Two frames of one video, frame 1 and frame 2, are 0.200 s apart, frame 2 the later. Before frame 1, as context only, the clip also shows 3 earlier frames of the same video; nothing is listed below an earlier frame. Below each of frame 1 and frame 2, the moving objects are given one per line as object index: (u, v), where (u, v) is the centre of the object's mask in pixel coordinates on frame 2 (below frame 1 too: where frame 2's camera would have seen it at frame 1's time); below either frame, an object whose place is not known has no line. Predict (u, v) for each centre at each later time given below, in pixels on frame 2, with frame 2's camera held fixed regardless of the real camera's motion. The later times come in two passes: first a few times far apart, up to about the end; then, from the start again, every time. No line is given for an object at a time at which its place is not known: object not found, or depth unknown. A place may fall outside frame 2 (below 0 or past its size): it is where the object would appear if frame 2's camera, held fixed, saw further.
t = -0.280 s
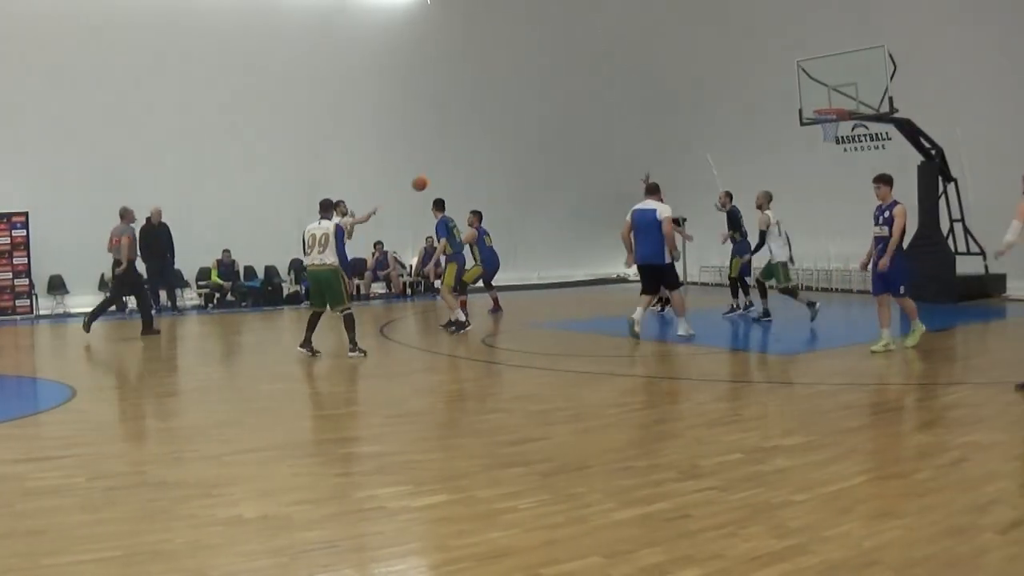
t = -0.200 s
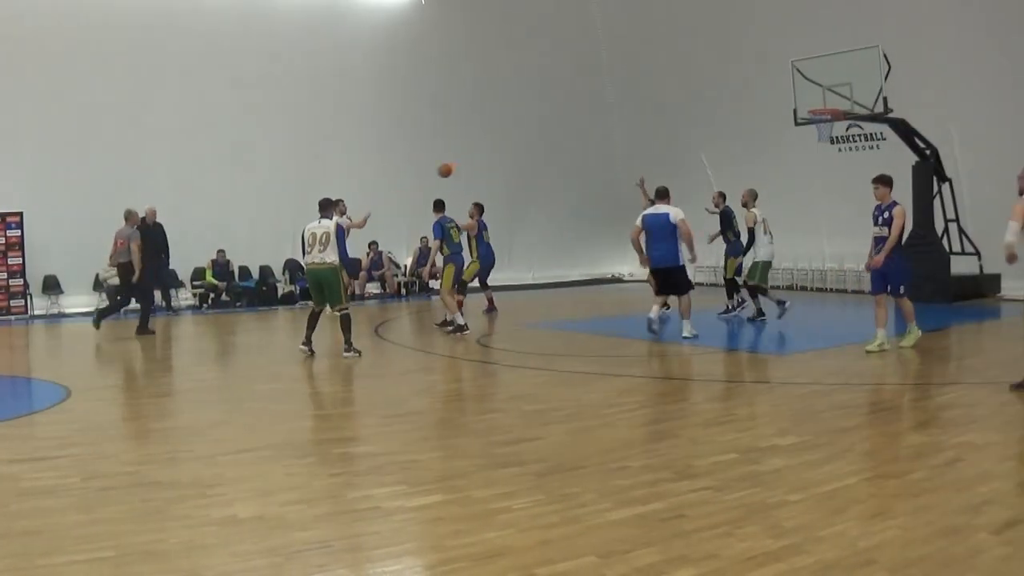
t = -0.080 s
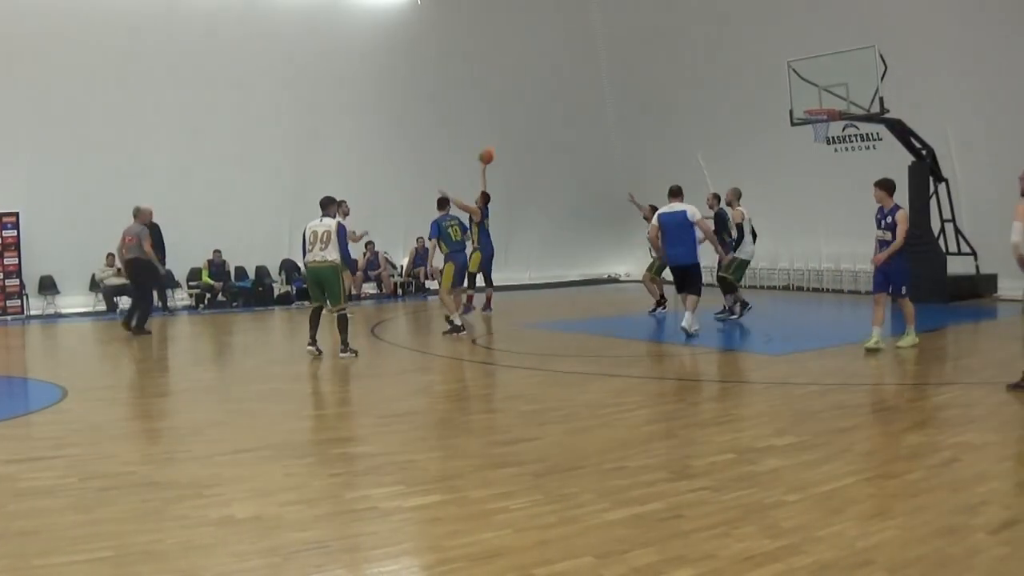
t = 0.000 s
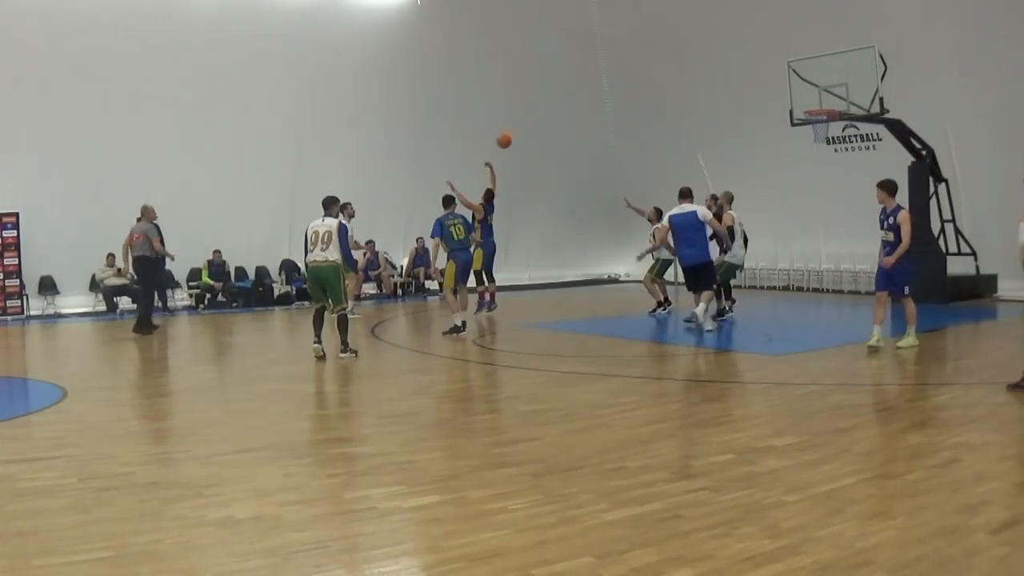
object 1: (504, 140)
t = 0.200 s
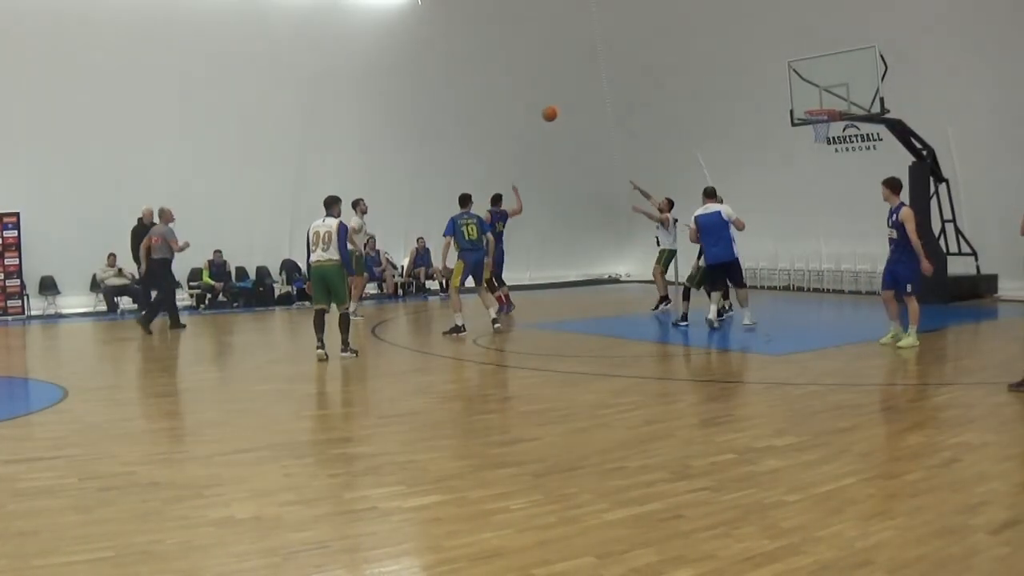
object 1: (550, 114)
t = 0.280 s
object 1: (568, 109)
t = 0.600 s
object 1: (646, 134)
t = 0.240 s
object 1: (559, 111)
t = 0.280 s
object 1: (568, 109)
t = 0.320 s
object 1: (578, 109)
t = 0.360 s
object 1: (587, 109)
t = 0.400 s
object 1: (597, 111)
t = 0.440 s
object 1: (607, 113)
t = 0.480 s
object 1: (616, 116)
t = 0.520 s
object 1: (626, 121)
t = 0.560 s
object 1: (636, 126)
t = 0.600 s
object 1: (646, 134)
